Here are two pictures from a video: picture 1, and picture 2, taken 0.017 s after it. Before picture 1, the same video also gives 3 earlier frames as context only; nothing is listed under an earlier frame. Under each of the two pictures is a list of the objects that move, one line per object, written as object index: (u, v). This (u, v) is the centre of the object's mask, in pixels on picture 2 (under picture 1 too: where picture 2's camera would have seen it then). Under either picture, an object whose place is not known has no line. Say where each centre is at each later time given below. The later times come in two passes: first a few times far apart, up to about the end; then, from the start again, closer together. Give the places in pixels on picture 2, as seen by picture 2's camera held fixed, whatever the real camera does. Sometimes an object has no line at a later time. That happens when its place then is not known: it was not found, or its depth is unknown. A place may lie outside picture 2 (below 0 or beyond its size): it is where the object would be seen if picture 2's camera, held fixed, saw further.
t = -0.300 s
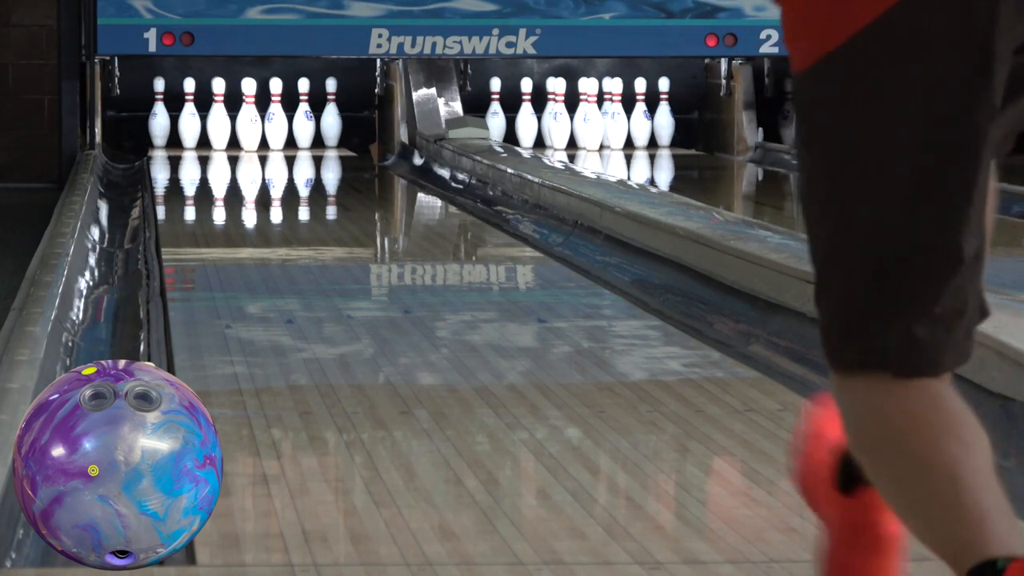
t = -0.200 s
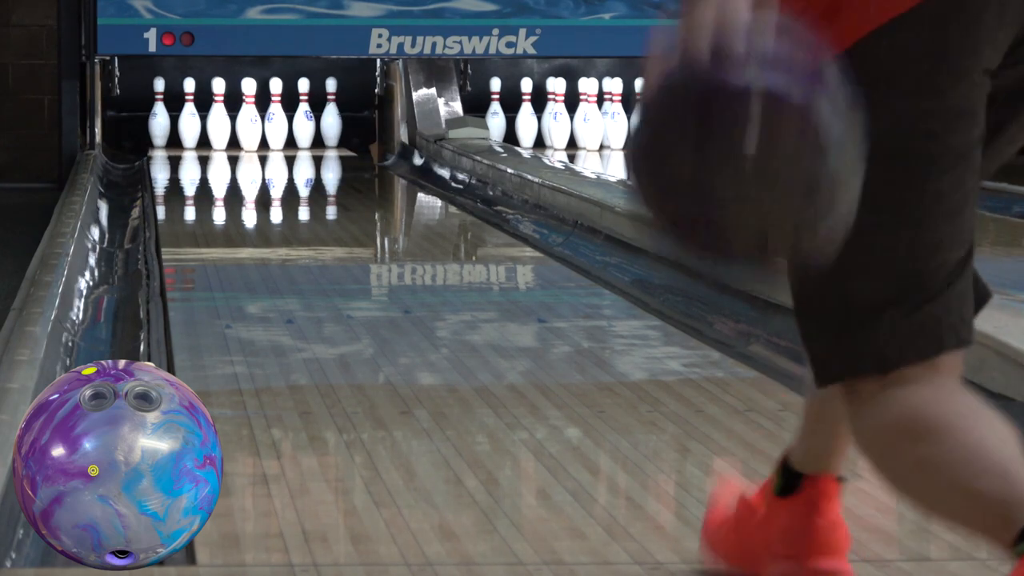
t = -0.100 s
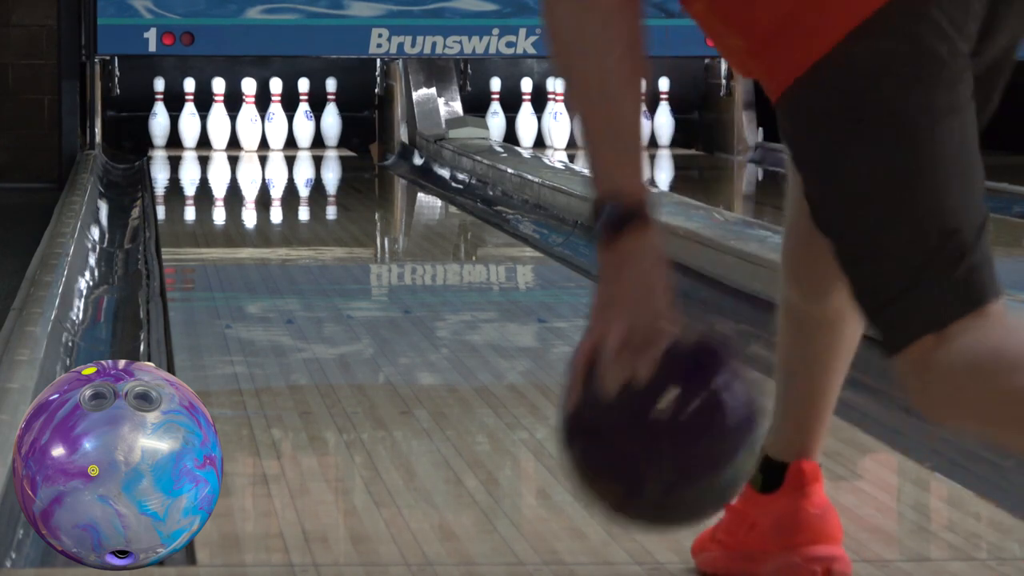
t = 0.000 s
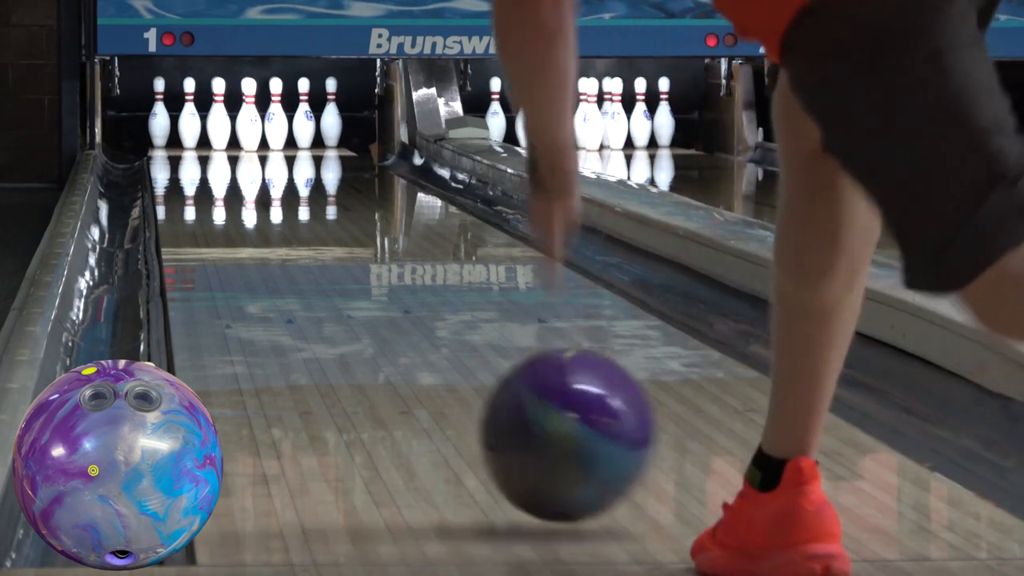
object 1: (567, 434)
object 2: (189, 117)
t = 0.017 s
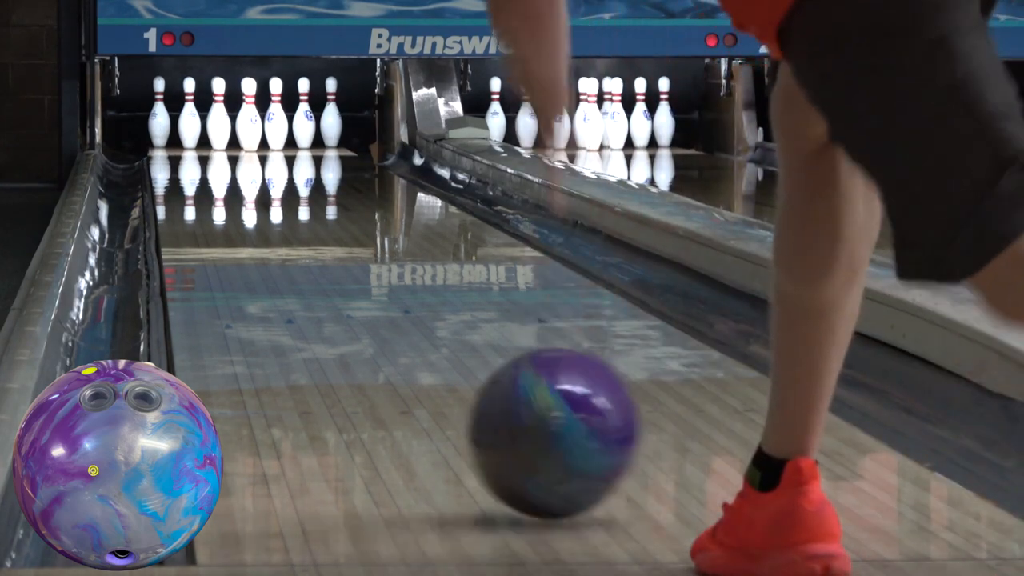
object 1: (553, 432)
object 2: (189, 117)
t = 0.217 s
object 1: (436, 351)
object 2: (189, 117)
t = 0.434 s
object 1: (356, 290)
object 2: (189, 117)
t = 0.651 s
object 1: (305, 249)
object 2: (189, 117)
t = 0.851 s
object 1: (270, 220)
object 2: (189, 117)
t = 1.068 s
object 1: (243, 198)
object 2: (189, 117)
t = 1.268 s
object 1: (225, 181)
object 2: (189, 117)
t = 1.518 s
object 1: (208, 165)
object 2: (189, 115)
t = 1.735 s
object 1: (200, 154)
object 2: (188, 108)
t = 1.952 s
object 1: (200, 145)
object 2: (188, 105)
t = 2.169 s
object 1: (210, 138)
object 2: (187, 111)
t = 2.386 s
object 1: (226, 131)
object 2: (189, 117)
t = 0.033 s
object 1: (540, 429)
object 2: (189, 117)
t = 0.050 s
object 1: (528, 419)
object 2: (189, 117)
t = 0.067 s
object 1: (517, 410)
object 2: (189, 117)
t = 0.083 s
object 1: (506, 405)
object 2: (189, 117)
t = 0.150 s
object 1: (468, 376)
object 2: (189, 117)
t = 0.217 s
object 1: (436, 351)
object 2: (189, 117)
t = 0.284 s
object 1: (407, 329)
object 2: (189, 117)
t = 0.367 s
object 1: (377, 306)
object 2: (189, 117)
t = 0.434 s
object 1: (356, 290)
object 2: (189, 117)
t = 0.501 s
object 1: (338, 276)
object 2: (189, 117)
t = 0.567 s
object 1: (323, 263)
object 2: (189, 117)
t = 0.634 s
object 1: (308, 251)
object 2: (189, 117)
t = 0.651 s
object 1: (305, 249)
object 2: (189, 117)
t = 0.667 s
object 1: (302, 246)
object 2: (189, 117)
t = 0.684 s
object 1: (298, 244)
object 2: (189, 117)
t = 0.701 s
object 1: (295, 241)
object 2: (189, 117)
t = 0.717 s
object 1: (292, 239)
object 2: (189, 117)
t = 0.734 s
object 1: (289, 237)
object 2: (189, 117)
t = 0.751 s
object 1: (286, 234)
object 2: (189, 117)
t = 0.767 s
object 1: (284, 232)
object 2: (189, 117)
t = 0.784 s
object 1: (281, 230)
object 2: (189, 117)
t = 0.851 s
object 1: (270, 220)
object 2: (189, 117)
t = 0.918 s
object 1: (261, 212)
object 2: (189, 117)
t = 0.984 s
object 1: (252, 206)
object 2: (189, 117)
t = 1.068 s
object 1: (243, 198)
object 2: (189, 117)
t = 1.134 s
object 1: (236, 192)
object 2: (189, 117)
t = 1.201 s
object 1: (231, 186)
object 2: (189, 117)
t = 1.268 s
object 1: (225, 181)
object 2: (189, 117)
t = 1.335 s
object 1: (219, 177)
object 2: (189, 117)
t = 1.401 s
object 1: (215, 173)
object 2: (189, 117)
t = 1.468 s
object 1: (210, 168)
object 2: (189, 116)
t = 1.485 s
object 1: (209, 167)
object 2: (189, 116)
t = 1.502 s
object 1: (208, 166)
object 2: (189, 115)
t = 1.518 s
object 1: (208, 165)
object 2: (189, 115)
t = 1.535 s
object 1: (207, 164)
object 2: (189, 114)
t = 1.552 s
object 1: (206, 163)
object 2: (189, 114)
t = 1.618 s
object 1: (203, 159)
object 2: (189, 112)
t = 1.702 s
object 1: (200, 155)
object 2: (188, 109)
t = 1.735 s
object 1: (200, 154)
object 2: (188, 108)
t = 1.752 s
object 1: (200, 153)
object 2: (188, 108)
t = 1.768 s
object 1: (199, 152)
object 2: (188, 108)
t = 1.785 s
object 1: (199, 151)
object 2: (188, 107)
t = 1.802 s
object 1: (199, 151)
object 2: (188, 107)
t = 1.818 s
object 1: (199, 150)
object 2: (188, 107)
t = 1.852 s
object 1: (199, 149)
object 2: (188, 106)
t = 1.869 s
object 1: (199, 148)
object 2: (188, 106)
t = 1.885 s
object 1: (199, 147)
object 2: (188, 105)
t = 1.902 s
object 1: (199, 147)
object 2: (188, 105)
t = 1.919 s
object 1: (200, 146)
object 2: (188, 105)
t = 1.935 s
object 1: (200, 145)
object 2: (188, 105)
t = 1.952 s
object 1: (200, 145)
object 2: (188, 105)
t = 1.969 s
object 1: (201, 144)
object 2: (188, 105)
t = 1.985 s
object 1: (201, 144)
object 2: (188, 105)
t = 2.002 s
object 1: (201, 143)
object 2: (188, 105)
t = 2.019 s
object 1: (202, 142)
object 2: (188, 105)
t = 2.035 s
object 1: (203, 142)
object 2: (188, 105)
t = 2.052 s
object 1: (203, 141)
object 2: (188, 105)
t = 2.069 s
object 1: (204, 141)
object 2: (188, 106)
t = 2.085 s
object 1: (205, 140)
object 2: (187, 106)
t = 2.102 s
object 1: (206, 140)
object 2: (187, 108)
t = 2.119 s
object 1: (207, 139)
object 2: (187, 109)
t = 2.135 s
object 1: (208, 139)
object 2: (187, 109)
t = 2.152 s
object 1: (209, 138)
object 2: (187, 110)
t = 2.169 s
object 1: (210, 138)
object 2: (187, 111)
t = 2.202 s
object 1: (212, 137)
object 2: (187, 113)
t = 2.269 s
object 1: (217, 135)
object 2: (188, 116)
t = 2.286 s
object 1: (218, 134)
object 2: (189, 116)
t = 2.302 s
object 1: (220, 134)
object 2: (189, 117)
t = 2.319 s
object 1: (221, 133)
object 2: (189, 117)
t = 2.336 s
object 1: (222, 132)
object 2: (189, 117)
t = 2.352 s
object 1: (223, 132)
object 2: (189, 117)
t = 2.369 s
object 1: (225, 132)
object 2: (189, 117)
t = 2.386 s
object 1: (226, 131)
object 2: (189, 117)
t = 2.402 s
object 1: (225, 131)
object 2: (189, 117)
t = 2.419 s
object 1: (223, 130)
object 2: (189, 117)
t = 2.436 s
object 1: (222, 130)
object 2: (189, 117)
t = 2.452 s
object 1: (221, 130)
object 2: (189, 117)
